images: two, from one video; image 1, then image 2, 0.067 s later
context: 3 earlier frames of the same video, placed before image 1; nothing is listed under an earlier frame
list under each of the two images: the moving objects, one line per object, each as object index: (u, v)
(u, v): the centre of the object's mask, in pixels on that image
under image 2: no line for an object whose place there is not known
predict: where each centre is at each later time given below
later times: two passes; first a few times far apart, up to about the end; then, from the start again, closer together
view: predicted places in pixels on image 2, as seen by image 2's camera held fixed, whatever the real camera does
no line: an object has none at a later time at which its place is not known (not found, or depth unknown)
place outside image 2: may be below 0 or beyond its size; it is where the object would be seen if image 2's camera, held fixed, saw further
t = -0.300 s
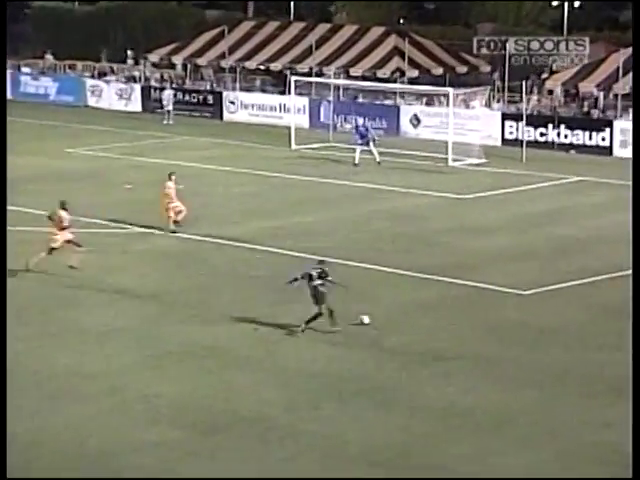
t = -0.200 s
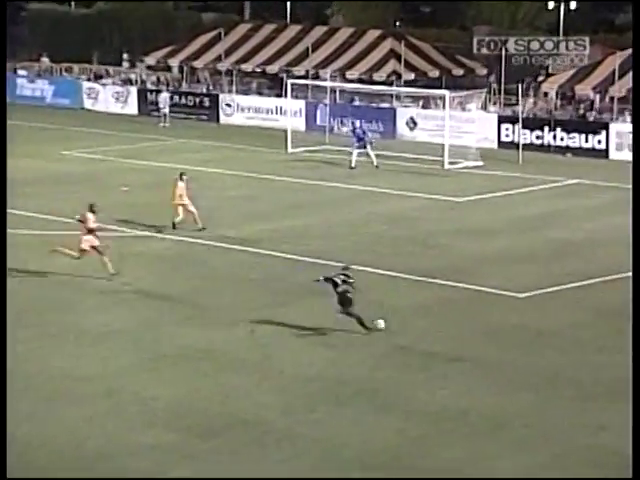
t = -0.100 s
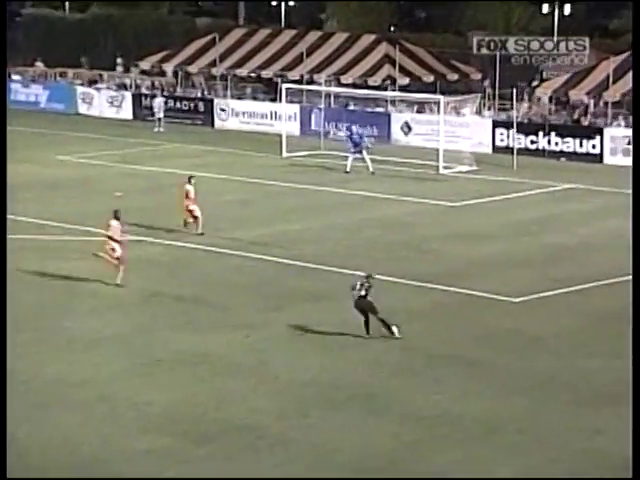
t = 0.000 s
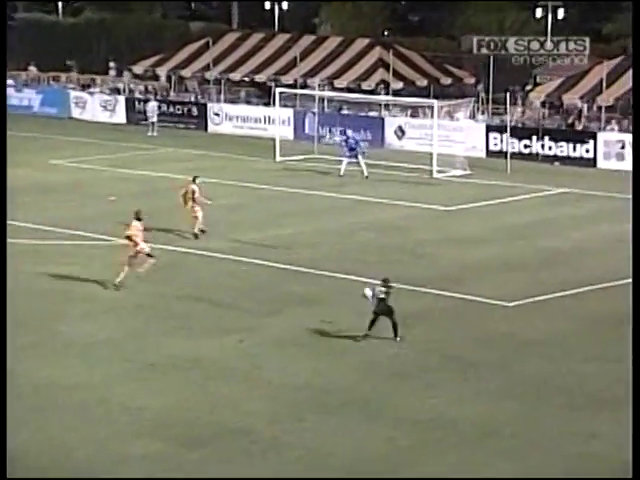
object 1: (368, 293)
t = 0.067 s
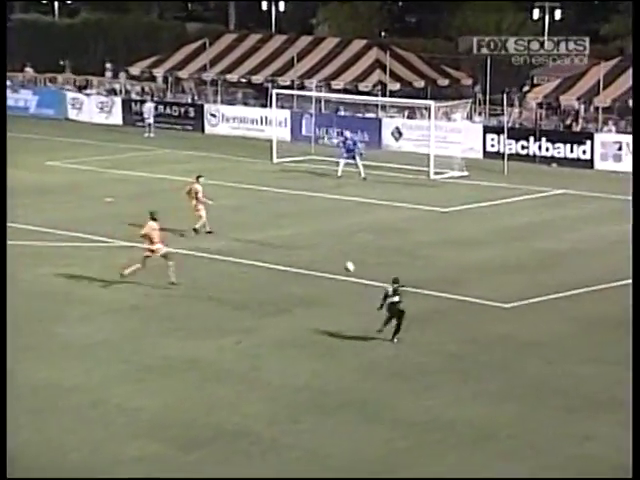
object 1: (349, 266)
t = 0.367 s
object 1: (281, 177)
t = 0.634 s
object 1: (221, 134)
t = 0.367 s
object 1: (281, 177)
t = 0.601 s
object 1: (227, 138)
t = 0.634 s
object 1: (221, 134)
